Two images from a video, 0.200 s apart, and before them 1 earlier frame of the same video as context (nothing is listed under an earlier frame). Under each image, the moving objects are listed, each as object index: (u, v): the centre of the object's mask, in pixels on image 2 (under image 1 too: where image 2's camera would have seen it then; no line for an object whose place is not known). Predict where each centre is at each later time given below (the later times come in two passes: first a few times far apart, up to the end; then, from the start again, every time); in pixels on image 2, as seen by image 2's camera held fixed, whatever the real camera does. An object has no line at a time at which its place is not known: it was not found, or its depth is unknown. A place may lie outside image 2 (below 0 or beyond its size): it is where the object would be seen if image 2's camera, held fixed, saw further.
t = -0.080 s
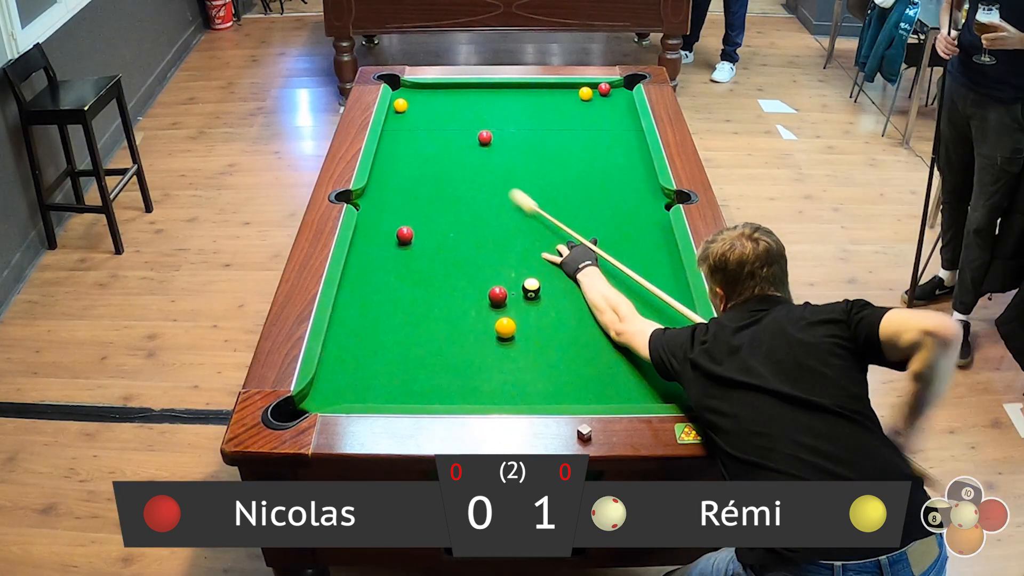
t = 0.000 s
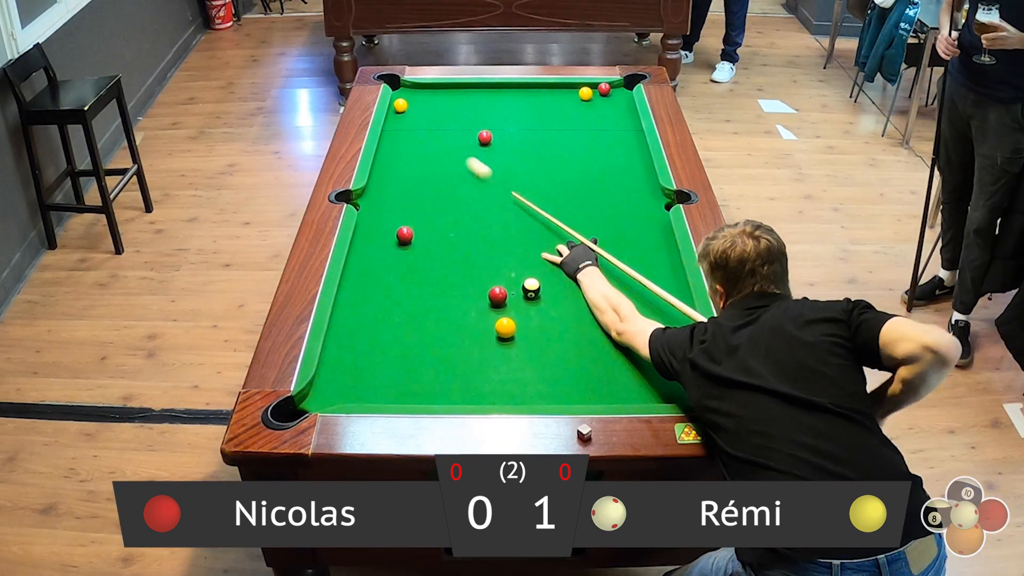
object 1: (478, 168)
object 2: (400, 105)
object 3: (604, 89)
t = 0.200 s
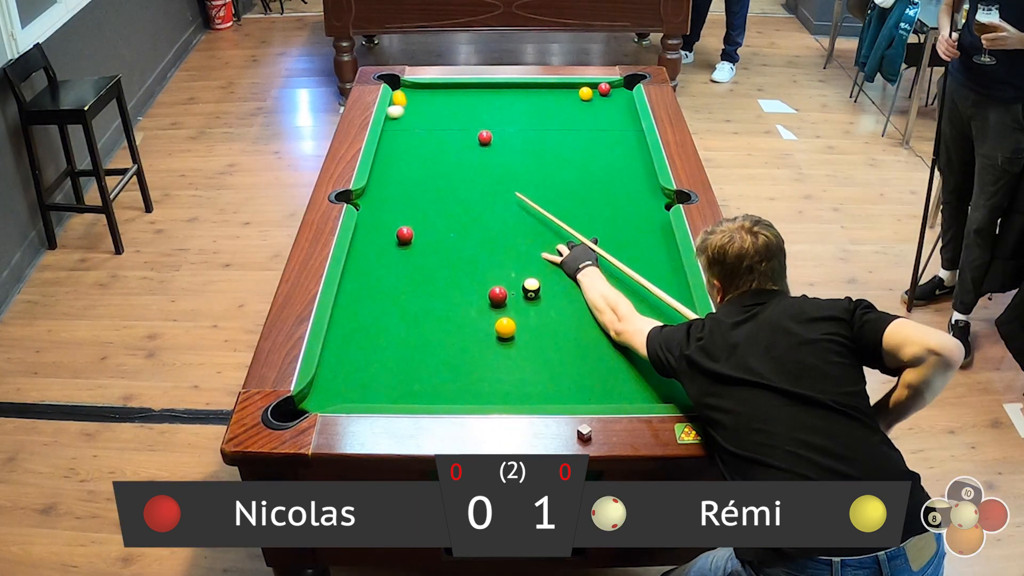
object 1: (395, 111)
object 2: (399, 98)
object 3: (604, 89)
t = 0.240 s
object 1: (399, 113)
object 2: (400, 89)
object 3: (604, 89)
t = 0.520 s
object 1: (456, 109)
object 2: (411, 87)
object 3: (604, 89)
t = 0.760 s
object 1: (496, 101)
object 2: (419, 90)
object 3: (604, 89)
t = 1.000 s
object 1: (532, 93)
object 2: (427, 94)
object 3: (604, 89)
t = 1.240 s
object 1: (565, 86)
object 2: (434, 97)
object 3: (604, 89)
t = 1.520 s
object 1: (592, 88)
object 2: (440, 100)
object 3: (604, 89)
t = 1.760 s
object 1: (595, 90)
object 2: (445, 102)
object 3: (615, 89)
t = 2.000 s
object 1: (596, 91)
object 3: (625, 89)
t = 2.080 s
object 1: (597, 91)
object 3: (628, 89)
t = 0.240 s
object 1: (399, 113)
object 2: (400, 89)
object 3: (604, 89)
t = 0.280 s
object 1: (409, 114)
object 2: (400, 84)
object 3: (604, 89)
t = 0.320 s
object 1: (418, 114)
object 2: (395, 85)
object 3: (604, 89)
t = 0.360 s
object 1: (427, 114)
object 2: (400, 85)
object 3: (604, 89)
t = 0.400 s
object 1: (435, 113)
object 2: (405, 85)
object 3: (604, 89)
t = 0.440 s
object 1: (442, 112)
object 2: (408, 85)
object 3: (604, 89)
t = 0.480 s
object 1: (449, 111)
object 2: (409, 86)
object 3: (604, 89)
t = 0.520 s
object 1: (456, 109)
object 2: (411, 87)
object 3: (604, 89)
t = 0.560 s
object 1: (463, 108)
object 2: (412, 87)
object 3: (604, 89)
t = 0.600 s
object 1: (470, 106)
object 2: (414, 88)
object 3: (604, 89)
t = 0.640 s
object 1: (476, 105)
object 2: (415, 88)
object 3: (604, 89)
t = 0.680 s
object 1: (483, 103)
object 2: (417, 89)
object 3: (604, 89)
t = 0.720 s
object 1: (489, 102)
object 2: (418, 89)
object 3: (604, 89)
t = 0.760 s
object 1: (496, 101)
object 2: (419, 90)
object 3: (604, 89)
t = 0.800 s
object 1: (502, 100)
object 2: (421, 91)
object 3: (604, 89)
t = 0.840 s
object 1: (508, 98)
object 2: (422, 91)
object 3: (604, 89)
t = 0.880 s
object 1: (514, 97)
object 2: (423, 92)
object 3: (604, 89)
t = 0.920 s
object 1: (520, 95)
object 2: (425, 92)
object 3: (604, 89)
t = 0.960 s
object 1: (526, 94)
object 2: (426, 93)
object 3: (604, 89)
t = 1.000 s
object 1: (532, 93)
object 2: (427, 94)
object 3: (604, 89)
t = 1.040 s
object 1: (538, 92)
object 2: (428, 94)
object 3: (604, 89)
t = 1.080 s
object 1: (543, 91)
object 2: (429, 95)
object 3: (604, 89)
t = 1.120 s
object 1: (549, 89)
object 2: (431, 95)
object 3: (604, 89)
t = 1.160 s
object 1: (554, 88)
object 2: (432, 96)
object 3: (604, 89)
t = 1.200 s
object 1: (560, 87)
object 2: (433, 96)
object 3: (604, 89)
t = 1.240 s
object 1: (565, 86)
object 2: (434, 97)
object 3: (604, 89)
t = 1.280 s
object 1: (569, 86)
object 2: (435, 97)
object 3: (604, 89)
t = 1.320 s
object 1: (573, 87)
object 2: (436, 98)
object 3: (604, 89)
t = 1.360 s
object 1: (576, 87)
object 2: (437, 98)
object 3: (604, 89)
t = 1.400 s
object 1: (580, 87)
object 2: (438, 99)
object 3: (604, 89)
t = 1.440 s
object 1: (584, 86)
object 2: (439, 99)
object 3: (604, 89)
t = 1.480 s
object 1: (589, 87)
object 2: (439, 100)
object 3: (604, 89)
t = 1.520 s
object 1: (592, 88)
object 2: (440, 100)
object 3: (604, 89)
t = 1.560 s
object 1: (593, 88)
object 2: (441, 101)
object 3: (606, 89)
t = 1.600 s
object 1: (593, 89)
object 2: (442, 101)
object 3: (608, 89)
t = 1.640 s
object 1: (594, 89)
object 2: (443, 101)
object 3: (610, 89)
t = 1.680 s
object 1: (594, 89)
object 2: (443, 101)
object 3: (612, 89)
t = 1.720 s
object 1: (595, 90)
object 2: (444, 102)
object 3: (614, 89)
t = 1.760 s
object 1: (595, 90)
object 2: (445, 102)
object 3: (615, 89)
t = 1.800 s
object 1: (595, 90)
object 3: (617, 89)
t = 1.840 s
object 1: (596, 90)
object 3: (619, 89)
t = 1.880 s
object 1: (596, 90)
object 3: (620, 89)
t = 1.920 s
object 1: (596, 91)
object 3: (622, 89)
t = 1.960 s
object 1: (596, 91)
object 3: (623, 89)
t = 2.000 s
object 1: (596, 91)
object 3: (625, 89)
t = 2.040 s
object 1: (597, 91)
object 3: (626, 89)
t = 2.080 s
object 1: (597, 91)
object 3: (628, 89)
